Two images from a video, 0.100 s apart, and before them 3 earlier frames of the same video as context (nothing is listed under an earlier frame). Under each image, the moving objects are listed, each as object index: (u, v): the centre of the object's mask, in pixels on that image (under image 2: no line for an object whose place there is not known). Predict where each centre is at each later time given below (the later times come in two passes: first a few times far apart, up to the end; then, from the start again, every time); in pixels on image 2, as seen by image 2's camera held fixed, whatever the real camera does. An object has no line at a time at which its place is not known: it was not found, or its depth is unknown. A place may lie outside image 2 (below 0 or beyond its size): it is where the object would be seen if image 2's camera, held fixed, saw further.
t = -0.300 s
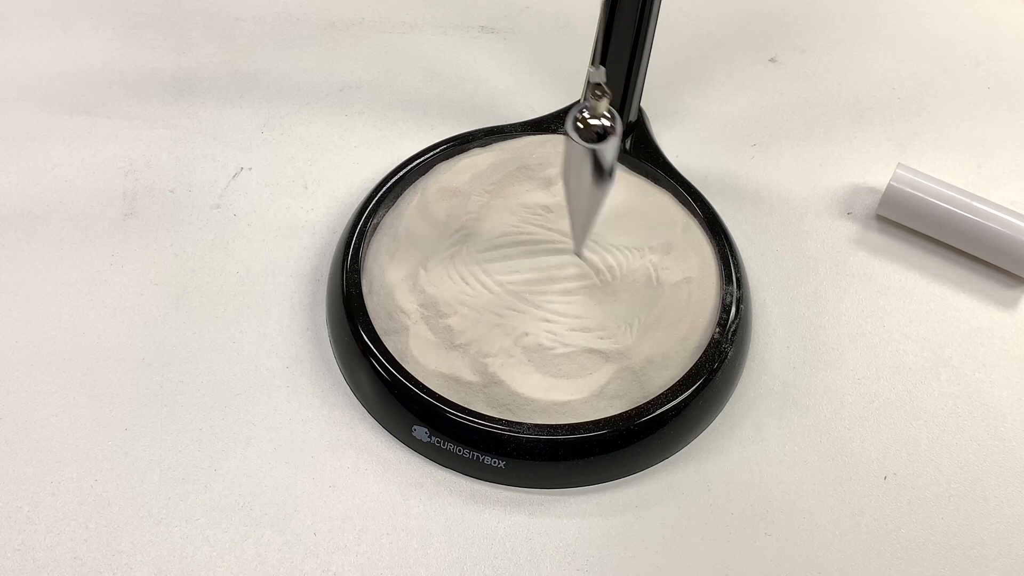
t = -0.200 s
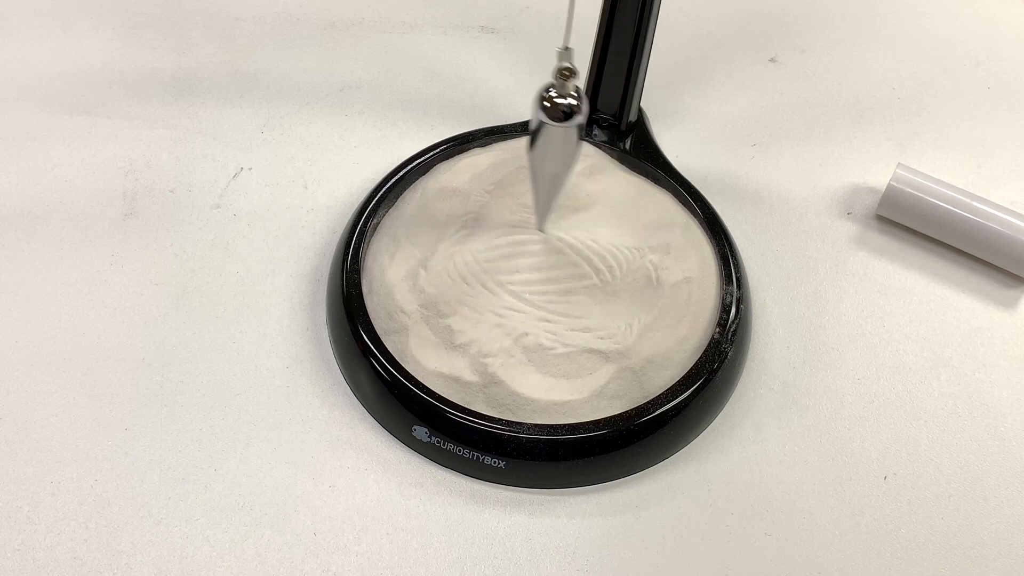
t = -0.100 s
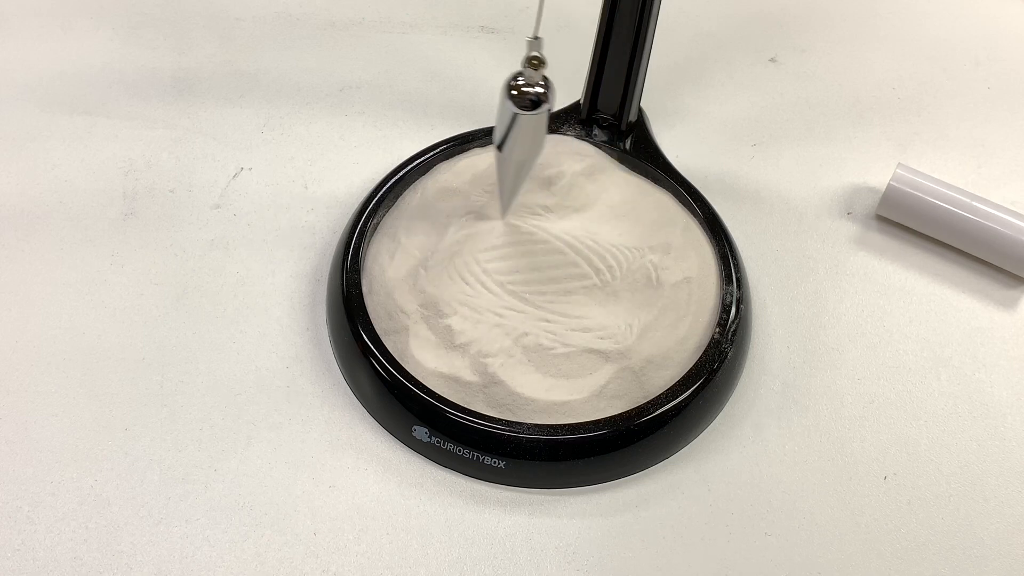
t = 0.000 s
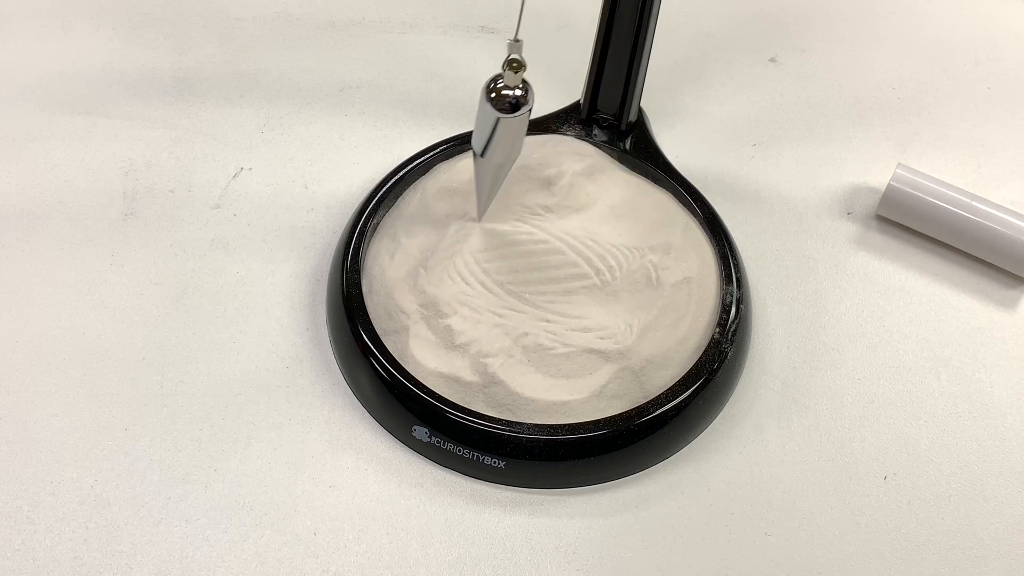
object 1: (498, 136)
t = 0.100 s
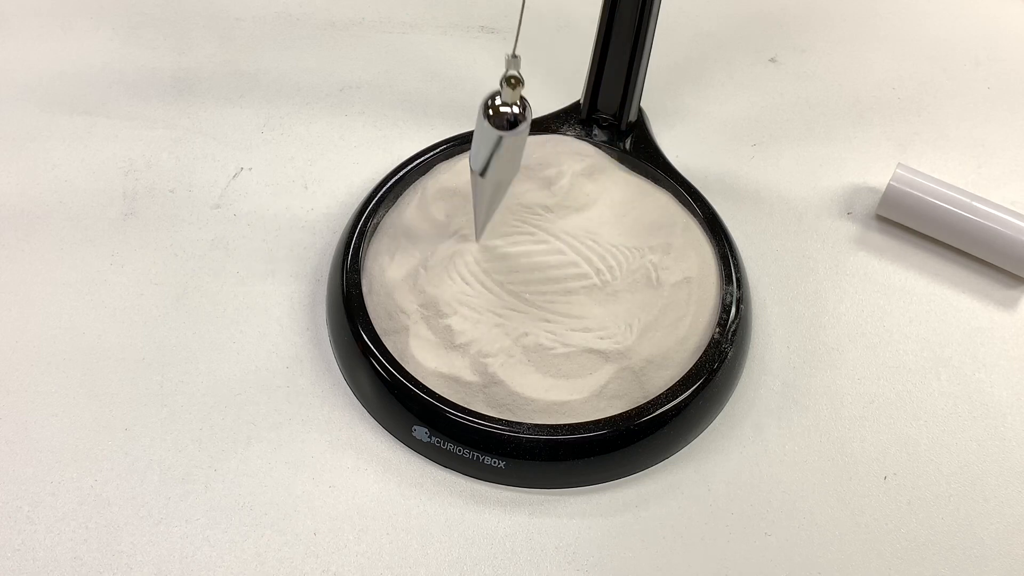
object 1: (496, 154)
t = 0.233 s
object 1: (524, 190)
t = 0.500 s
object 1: (606, 226)
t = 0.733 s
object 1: (583, 176)
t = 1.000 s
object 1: (506, 130)
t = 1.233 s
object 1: (521, 170)
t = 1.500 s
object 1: (599, 228)
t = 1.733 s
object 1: (585, 197)
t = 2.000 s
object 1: (512, 132)
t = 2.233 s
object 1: (520, 152)
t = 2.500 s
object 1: (593, 221)
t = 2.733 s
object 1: (588, 213)
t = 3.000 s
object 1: (516, 144)
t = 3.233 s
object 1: (518, 139)
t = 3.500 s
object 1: (590, 206)
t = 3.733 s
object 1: (591, 223)
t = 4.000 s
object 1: (518, 161)
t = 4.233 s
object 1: (514, 134)
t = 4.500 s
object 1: (586, 186)
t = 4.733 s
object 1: (595, 223)
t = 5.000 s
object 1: (521, 180)
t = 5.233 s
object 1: (509, 138)
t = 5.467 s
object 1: (573, 161)
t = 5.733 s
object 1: (601, 214)
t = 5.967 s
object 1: (535, 203)
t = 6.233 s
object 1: (503, 149)
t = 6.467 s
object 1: (566, 152)
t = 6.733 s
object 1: (607, 200)
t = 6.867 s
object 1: (577, 214)
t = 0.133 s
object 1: (500, 163)
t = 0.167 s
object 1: (506, 172)
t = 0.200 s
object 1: (515, 180)
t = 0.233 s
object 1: (524, 190)
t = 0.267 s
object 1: (536, 200)
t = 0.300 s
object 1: (547, 208)
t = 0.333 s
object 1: (559, 215)
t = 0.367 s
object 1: (571, 221)
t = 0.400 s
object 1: (582, 225)
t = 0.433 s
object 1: (592, 227)
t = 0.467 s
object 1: (600, 227)
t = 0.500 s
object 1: (606, 226)
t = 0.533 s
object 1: (609, 222)
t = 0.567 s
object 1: (610, 217)
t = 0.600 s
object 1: (609, 211)
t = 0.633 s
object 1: (606, 204)
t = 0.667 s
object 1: (600, 195)
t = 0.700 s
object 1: (592, 186)
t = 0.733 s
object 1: (583, 176)
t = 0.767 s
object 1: (573, 168)
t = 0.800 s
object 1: (562, 159)
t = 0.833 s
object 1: (550, 150)
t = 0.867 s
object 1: (539, 144)
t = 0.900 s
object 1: (529, 138)
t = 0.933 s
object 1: (520, 133)
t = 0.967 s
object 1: (512, 130)
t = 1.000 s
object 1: (506, 130)
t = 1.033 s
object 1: (502, 131)
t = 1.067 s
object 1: (500, 134)
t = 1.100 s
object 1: (500, 138)
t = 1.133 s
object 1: (502, 145)
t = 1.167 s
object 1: (507, 153)
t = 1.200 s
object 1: (513, 161)
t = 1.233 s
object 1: (521, 170)
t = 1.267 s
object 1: (531, 180)
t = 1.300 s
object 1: (541, 190)
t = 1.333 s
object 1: (552, 200)
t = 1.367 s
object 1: (563, 209)
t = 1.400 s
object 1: (574, 216)
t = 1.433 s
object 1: (583, 222)
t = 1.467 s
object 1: (592, 226)
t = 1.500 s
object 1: (599, 228)
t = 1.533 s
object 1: (603, 228)
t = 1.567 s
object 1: (606, 227)
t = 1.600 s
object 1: (606, 224)
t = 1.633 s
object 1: (604, 219)
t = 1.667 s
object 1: (600, 213)
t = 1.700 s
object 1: (593, 205)
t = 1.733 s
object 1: (585, 197)
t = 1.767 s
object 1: (576, 187)
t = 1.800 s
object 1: (566, 178)
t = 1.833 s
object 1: (556, 169)
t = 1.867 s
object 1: (546, 159)
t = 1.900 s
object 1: (535, 151)
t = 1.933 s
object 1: (526, 143)
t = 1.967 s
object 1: (518, 137)
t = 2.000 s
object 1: (512, 132)
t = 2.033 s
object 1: (507, 130)
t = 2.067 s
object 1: (504, 129)
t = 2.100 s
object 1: (504, 130)
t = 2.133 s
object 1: (505, 133)
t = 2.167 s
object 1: (508, 138)
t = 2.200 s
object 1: (513, 144)
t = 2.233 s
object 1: (520, 152)
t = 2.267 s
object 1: (528, 160)
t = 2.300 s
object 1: (537, 170)
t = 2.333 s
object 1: (547, 180)
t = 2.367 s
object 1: (557, 189)
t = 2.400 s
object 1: (568, 199)
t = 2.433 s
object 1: (577, 208)
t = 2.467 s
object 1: (586, 215)
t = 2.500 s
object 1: (593, 221)
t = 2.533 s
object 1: (599, 225)
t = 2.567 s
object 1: (602, 227)
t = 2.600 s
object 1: (603, 227)
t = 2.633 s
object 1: (603, 226)
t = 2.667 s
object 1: (600, 224)
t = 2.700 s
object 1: (594, 219)
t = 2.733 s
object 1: (588, 213)
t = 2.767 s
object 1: (579, 206)
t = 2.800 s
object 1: (570, 198)
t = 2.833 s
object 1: (560, 188)
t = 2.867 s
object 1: (550, 179)
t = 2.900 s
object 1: (540, 169)
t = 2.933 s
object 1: (531, 160)
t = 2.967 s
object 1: (522, 151)
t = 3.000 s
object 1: (516, 144)
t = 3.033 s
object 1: (510, 138)
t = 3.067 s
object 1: (507, 134)
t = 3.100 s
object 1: (505, 131)
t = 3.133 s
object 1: (506, 130)
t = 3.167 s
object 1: (508, 131)
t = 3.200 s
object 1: (512, 134)
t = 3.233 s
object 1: (518, 139)
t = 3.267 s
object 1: (525, 144)
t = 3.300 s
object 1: (534, 152)
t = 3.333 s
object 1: (544, 161)
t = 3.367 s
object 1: (553, 170)
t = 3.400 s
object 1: (563, 179)
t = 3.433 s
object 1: (573, 188)
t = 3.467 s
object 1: (582, 198)
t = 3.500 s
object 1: (590, 206)
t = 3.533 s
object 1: (596, 213)
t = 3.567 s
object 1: (600, 218)
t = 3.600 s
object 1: (603, 222)
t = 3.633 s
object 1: (603, 225)
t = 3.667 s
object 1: (601, 226)
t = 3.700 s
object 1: (597, 225)
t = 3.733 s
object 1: (591, 223)
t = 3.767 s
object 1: (583, 219)
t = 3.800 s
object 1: (574, 213)
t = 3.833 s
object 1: (564, 206)
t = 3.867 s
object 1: (554, 198)
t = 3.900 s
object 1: (544, 189)
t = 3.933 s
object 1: (534, 180)
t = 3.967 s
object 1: (526, 170)
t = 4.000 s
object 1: (518, 161)
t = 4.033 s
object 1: (512, 153)
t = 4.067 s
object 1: (507, 146)
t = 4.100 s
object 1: (505, 141)
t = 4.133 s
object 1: (505, 136)
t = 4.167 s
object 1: (506, 134)
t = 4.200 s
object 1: (509, 133)
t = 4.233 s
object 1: (514, 134)
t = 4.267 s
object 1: (521, 137)
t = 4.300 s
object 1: (529, 141)
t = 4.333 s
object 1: (539, 146)
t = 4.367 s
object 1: (549, 153)
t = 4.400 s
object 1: (559, 161)
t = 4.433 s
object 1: (568, 169)
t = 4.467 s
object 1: (578, 177)
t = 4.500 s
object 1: (586, 186)
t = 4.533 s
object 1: (594, 195)
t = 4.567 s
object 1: (599, 202)
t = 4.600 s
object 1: (603, 209)
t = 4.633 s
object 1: (604, 214)
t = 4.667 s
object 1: (603, 219)
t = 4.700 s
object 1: (600, 221)
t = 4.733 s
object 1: (595, 223)
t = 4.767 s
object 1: (589, 223)
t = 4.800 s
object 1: (580, 220)
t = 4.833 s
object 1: (570, 217)
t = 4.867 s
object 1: (560, 212)
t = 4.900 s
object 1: (550, 204)
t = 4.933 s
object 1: (539, 197)
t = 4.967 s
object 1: (529, 189)
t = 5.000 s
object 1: (521, 180)
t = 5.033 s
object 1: (513, 172)
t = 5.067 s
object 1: (507, 164)
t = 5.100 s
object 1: (504, 156)
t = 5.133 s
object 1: (502, 150)
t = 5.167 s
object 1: (503, 144)
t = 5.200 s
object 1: (505, 141)
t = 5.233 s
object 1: (509, 138)
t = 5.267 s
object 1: (515, 137)
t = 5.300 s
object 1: (523, 138)
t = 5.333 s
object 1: (532, 140)
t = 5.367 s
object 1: (542, 143)
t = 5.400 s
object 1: (553, 147)
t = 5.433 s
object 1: (563, 154)
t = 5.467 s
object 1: (573, 161)
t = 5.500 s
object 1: (582, 168)
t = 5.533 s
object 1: (591, 176)
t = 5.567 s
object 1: (597, 184)
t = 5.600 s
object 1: (603, 192)
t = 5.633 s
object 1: (605, 199)
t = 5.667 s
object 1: (606, 205)
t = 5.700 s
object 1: (605, 210)
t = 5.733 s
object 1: (601, 214)
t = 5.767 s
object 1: (595, 217)
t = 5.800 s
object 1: (587, 218)
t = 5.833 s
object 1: (578, 218)
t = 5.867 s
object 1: (568, 217)
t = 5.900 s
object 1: (557, 213)
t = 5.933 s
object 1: (546, 209)
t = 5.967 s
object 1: (535, 203)
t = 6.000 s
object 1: (525, 195)
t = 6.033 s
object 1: (516, 188)
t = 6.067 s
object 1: (509, 181)
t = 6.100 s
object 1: (503, 174)
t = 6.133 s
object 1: (500, 166)
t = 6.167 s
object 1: (499, 160)
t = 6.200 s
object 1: (500, 154)
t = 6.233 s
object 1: (503, 149)
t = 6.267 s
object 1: (508, 146)
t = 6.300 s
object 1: (515, 144)
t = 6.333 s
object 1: (524, 143)
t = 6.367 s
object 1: (534, 143)
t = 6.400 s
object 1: (544, 145)
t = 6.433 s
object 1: (555, 148)
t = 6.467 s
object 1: (566, 152)
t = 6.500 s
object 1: (577, 156)
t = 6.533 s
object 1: (586, 162)
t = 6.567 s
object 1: (595, 168)
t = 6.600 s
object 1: (601, 174)
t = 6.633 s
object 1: (606, 181)
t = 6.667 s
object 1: (608, 188)
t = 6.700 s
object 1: (609, 195)
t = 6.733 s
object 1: (607, 200)
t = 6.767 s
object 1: (603, 205)
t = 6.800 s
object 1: (596, 209)
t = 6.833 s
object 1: (588, 212)
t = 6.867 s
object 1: (577, 214)
